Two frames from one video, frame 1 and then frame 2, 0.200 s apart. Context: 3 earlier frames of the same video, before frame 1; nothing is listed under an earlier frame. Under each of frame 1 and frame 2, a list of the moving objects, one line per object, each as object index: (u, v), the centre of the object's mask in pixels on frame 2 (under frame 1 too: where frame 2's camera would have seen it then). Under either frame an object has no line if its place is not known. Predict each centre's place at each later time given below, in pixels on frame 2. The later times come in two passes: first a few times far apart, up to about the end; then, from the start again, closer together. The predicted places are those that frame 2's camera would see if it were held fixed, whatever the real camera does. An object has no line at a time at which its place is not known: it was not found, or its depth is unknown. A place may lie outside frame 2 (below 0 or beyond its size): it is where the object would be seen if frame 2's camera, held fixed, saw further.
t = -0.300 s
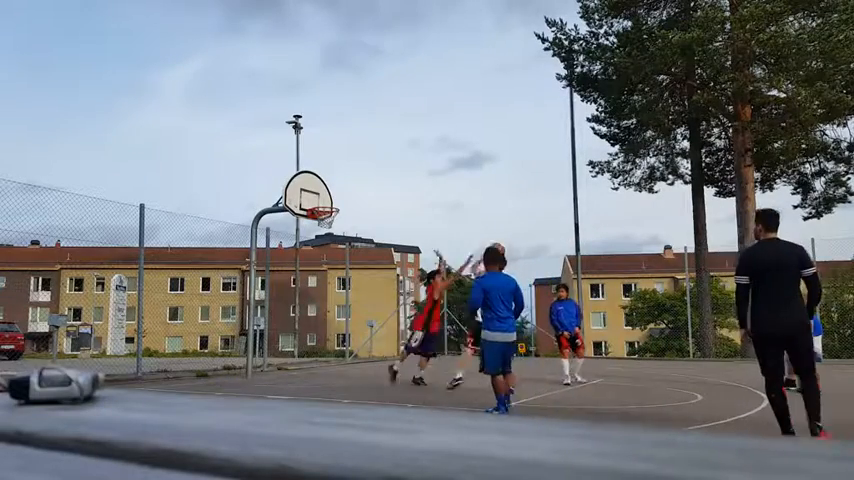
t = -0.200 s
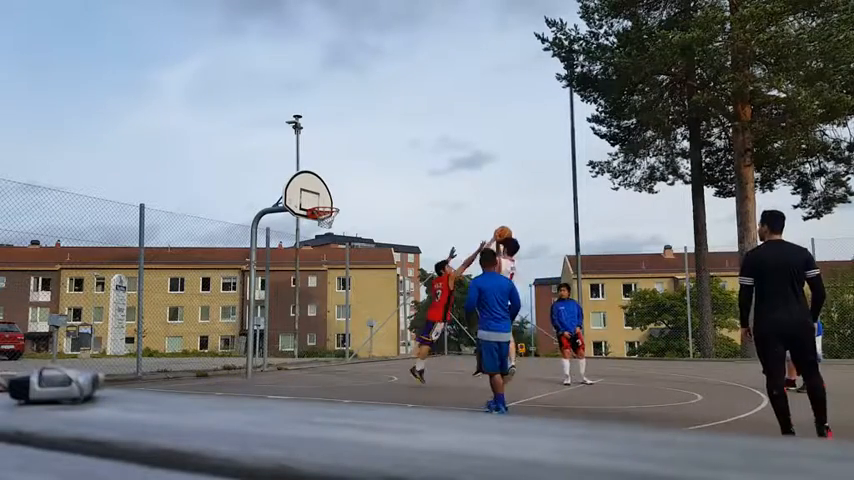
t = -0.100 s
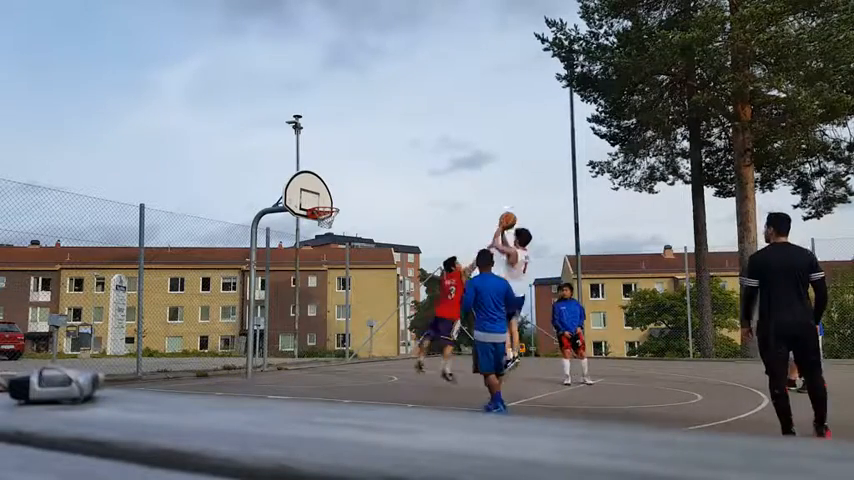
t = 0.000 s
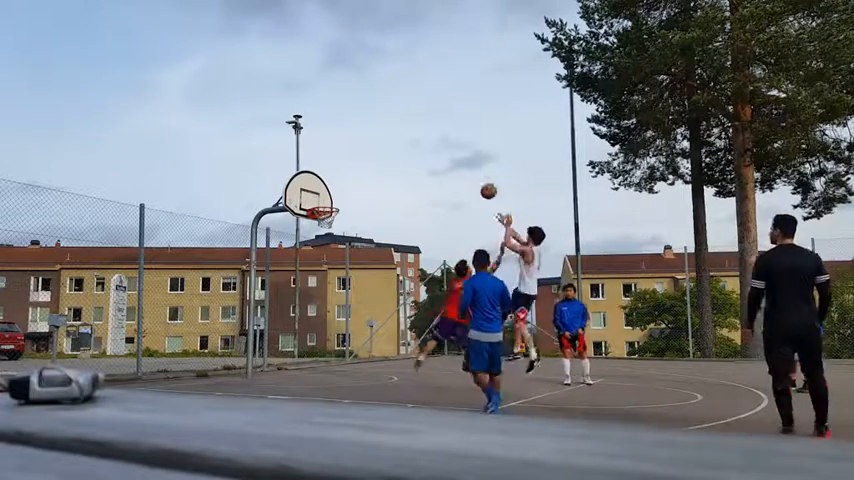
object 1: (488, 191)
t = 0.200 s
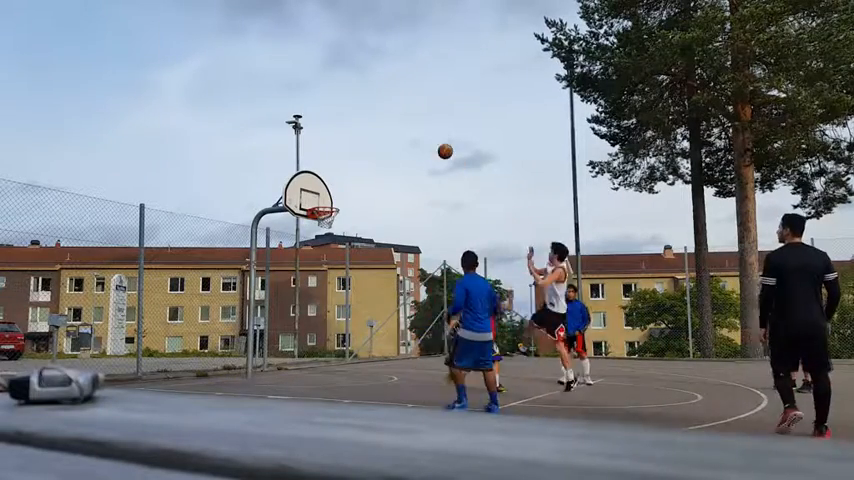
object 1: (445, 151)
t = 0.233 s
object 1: (438, 147)
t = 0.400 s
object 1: (406, 138)
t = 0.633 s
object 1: (367, 154)
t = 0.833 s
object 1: (336, 189)
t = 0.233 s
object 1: (438, 147)
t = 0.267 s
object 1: (432, 144)
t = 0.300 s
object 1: (425, 142)
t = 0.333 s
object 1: (419, 140)
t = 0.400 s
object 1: (406, 138)
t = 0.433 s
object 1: (400, 138)
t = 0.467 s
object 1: (395, 139)
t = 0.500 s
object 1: (389, 141)
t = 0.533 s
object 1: (383, 143)
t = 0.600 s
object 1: (372, 149)
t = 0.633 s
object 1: (367, 154)
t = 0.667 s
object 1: (361, 158)
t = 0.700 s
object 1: (356, 163)
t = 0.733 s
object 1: (352, 169)
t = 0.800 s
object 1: (341, 182)
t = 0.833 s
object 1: (336, 189)
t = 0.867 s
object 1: (332, 197)
